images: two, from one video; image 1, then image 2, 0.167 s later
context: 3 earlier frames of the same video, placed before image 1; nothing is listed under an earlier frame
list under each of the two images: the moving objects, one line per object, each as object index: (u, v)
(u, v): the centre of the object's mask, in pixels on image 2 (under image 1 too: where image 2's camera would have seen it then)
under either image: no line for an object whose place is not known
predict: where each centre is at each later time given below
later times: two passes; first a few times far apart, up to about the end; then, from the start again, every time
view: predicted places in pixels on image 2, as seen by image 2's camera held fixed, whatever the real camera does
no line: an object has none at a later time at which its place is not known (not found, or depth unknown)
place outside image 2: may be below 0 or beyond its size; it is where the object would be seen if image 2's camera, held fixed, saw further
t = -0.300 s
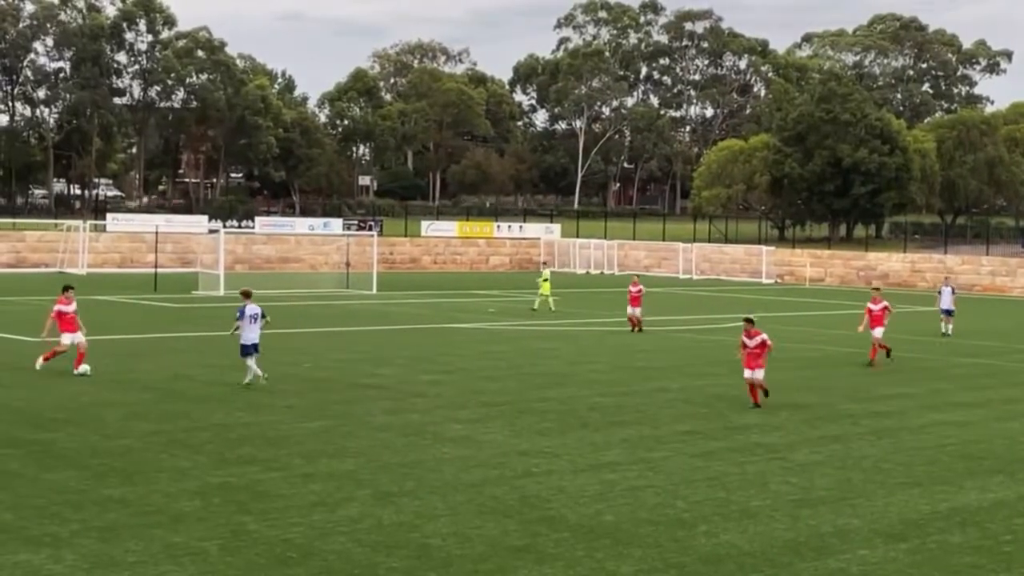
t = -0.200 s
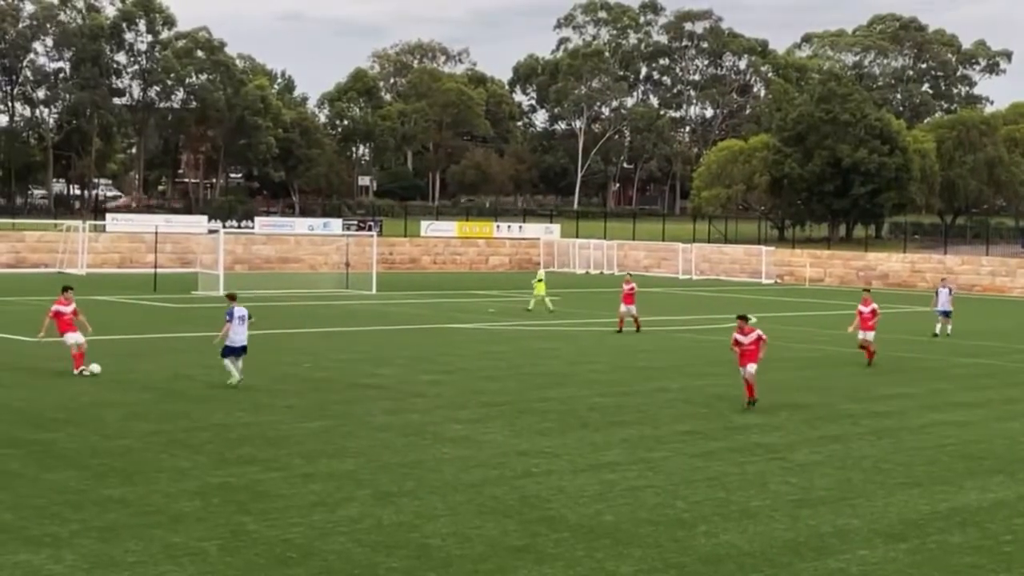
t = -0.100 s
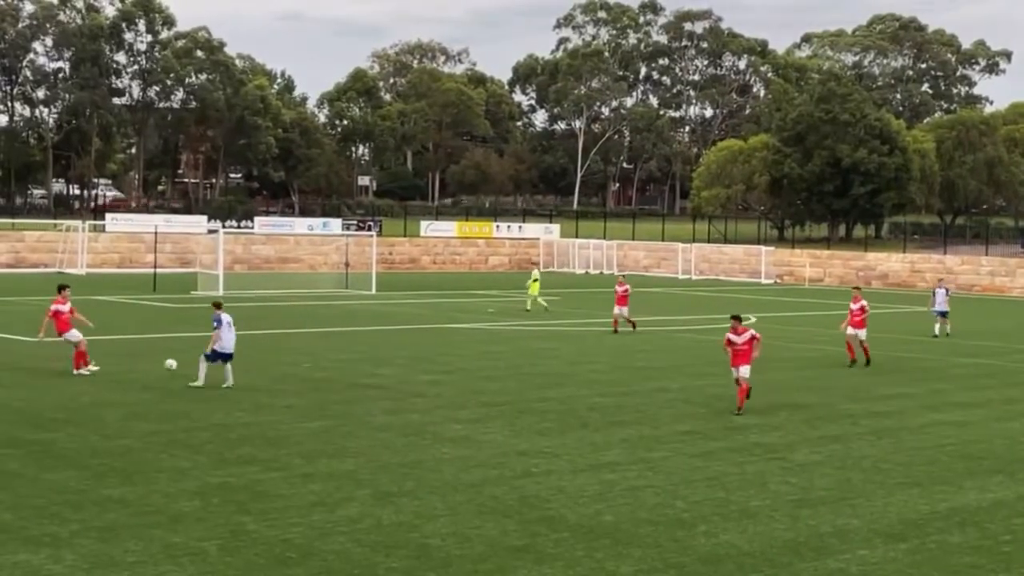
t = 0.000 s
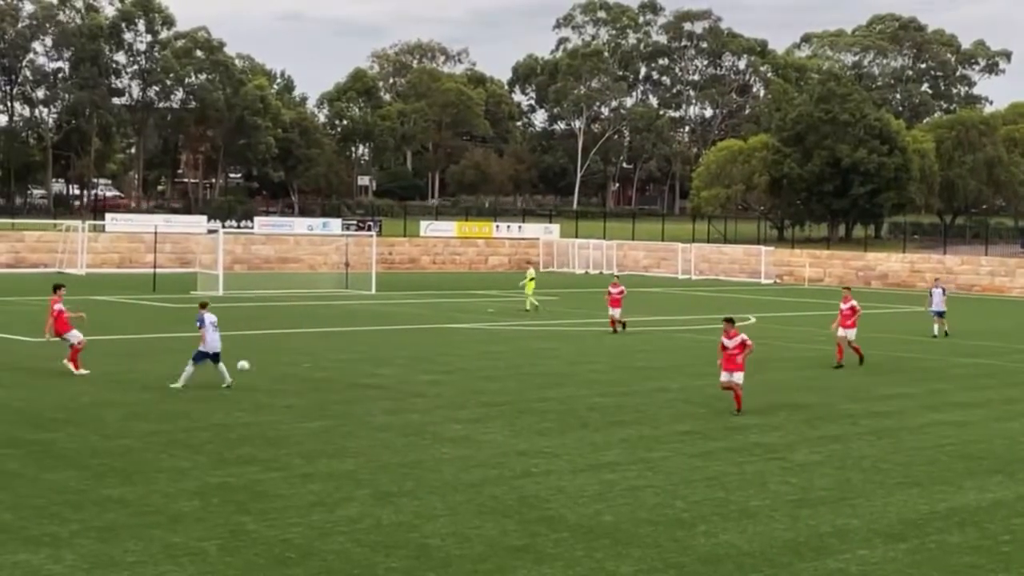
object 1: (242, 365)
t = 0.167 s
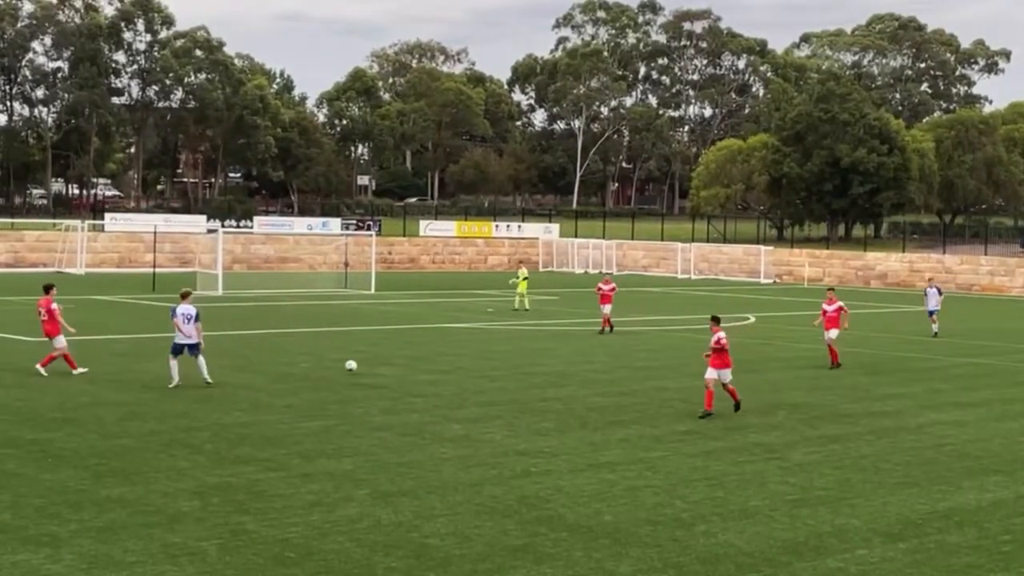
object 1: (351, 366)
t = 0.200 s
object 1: (371, 365)
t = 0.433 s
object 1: (493, 365)
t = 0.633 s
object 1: (577, 366)
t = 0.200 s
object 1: (371, 365)
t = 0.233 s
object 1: (390, 365)
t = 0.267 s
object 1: (409, 366)
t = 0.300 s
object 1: (428, 367)
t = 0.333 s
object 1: (446, 369)
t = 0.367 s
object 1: (462, 369)
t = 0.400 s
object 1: (478, 367)
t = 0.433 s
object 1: (493, 365)
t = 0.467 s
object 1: (509, 366)
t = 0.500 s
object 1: (523, 366)
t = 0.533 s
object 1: (538, 367)
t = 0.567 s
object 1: (552, 369)
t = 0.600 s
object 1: (565, 368)
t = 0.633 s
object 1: (577, 366)
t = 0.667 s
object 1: (590, 365)
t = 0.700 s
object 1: (601, 365)
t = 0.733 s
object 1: (613, 366)
